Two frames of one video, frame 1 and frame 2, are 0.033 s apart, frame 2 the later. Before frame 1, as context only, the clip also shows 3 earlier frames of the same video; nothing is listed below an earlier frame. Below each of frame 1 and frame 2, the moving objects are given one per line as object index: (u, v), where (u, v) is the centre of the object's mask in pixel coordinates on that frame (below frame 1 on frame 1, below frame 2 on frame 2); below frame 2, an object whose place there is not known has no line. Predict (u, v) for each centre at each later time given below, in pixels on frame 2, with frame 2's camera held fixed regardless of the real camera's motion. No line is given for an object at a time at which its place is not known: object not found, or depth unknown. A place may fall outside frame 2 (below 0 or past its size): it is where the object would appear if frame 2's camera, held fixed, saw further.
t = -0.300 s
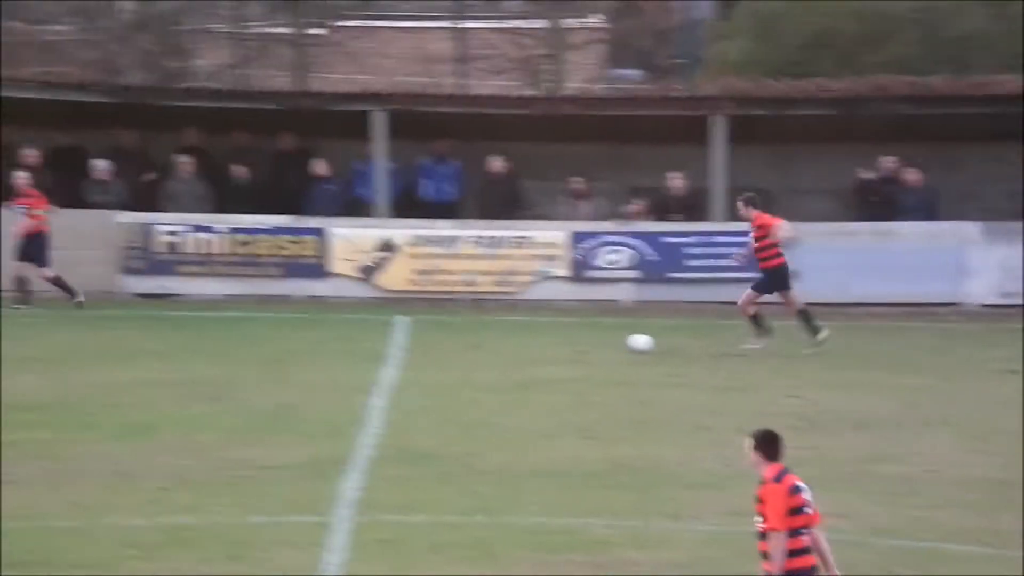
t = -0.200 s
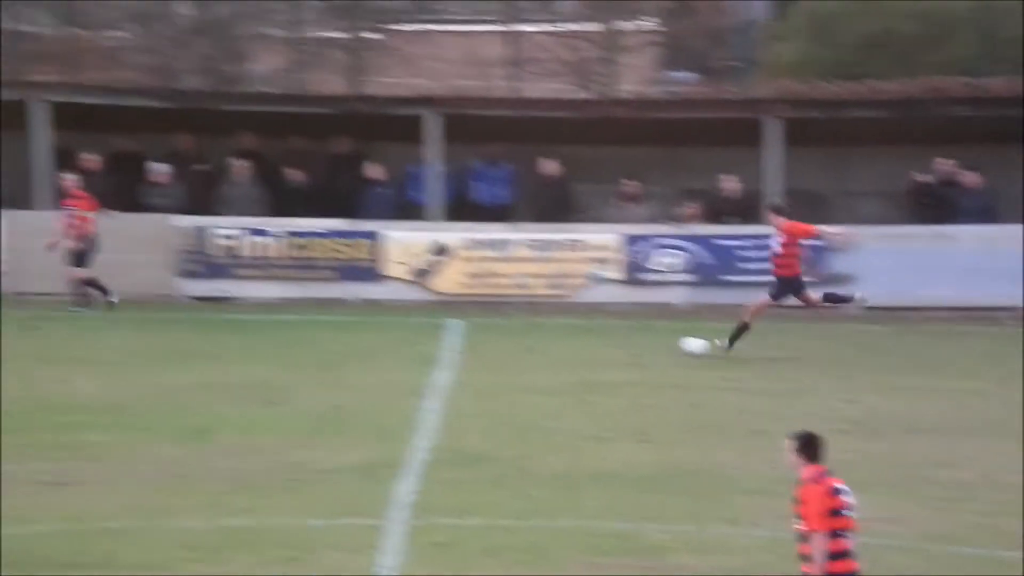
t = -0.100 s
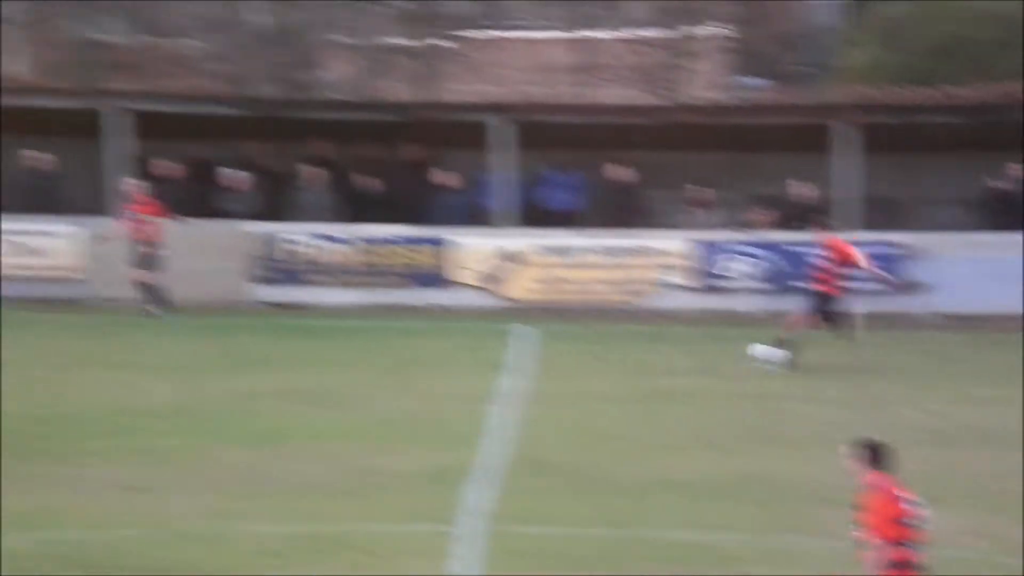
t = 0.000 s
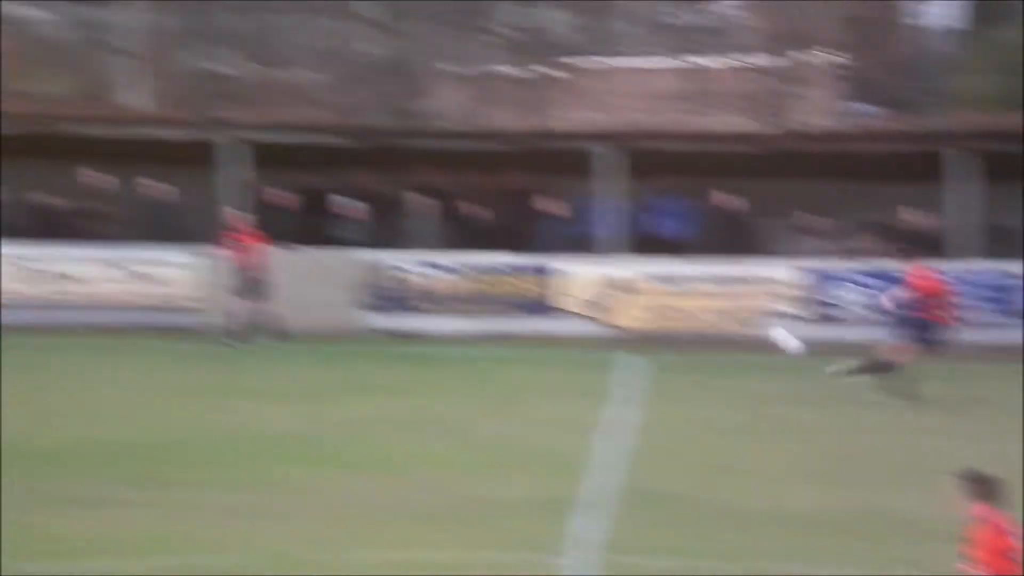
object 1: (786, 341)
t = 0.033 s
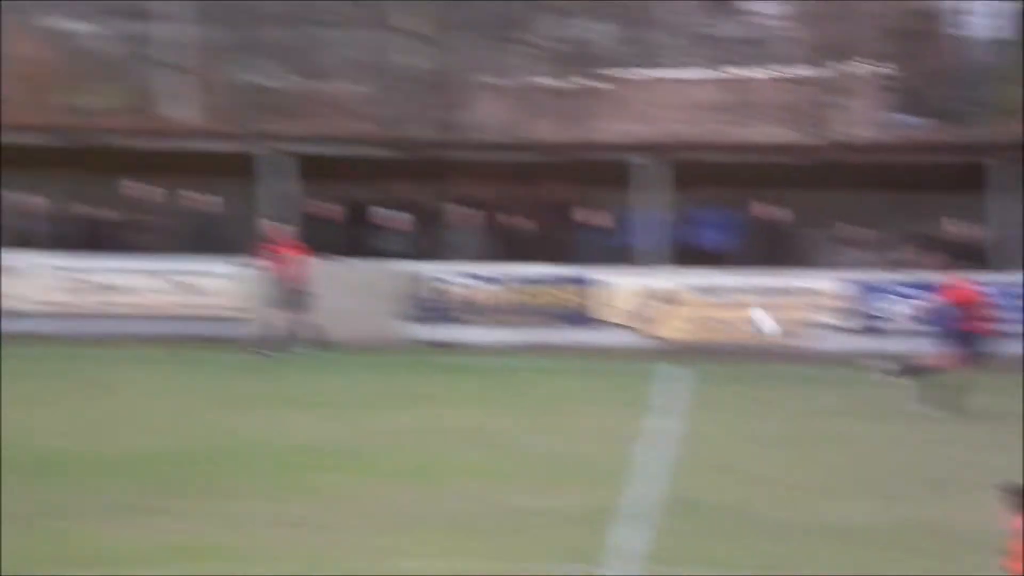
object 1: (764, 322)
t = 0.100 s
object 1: (634, 262)
